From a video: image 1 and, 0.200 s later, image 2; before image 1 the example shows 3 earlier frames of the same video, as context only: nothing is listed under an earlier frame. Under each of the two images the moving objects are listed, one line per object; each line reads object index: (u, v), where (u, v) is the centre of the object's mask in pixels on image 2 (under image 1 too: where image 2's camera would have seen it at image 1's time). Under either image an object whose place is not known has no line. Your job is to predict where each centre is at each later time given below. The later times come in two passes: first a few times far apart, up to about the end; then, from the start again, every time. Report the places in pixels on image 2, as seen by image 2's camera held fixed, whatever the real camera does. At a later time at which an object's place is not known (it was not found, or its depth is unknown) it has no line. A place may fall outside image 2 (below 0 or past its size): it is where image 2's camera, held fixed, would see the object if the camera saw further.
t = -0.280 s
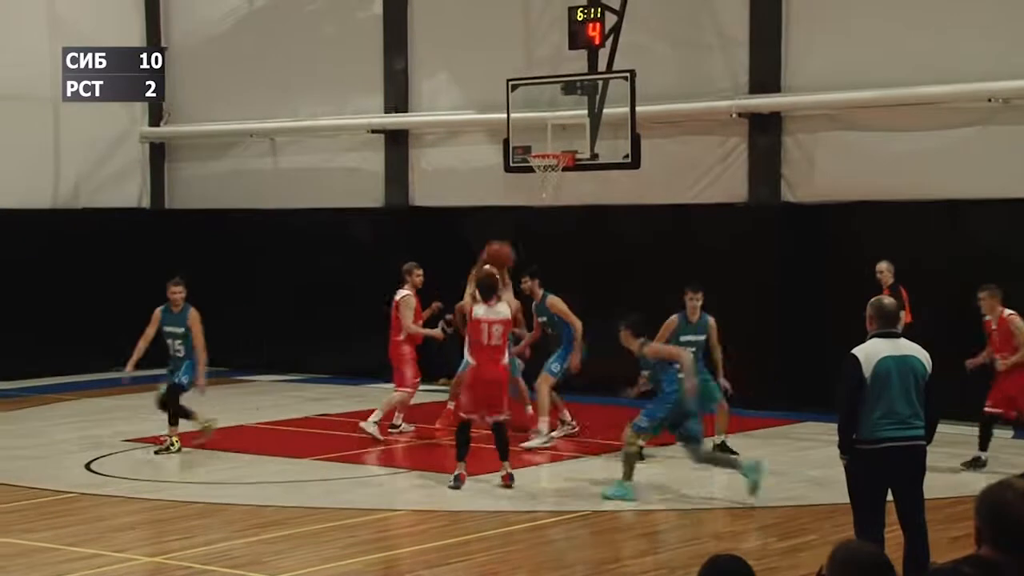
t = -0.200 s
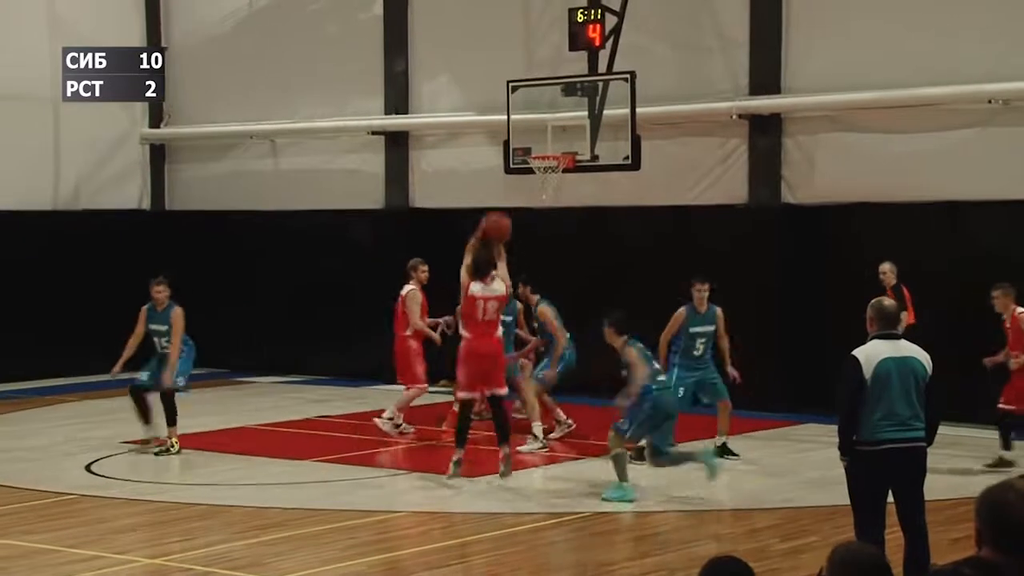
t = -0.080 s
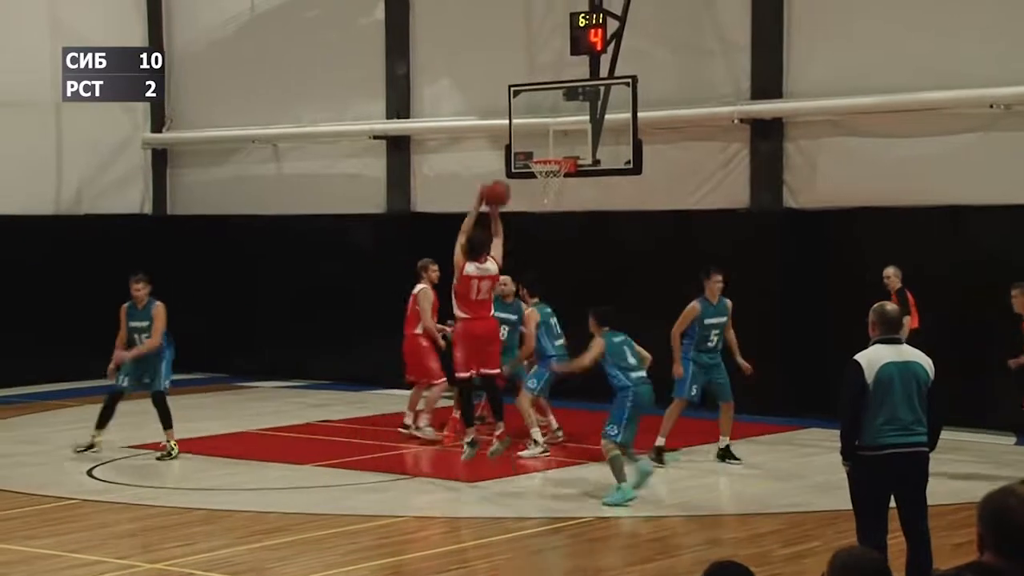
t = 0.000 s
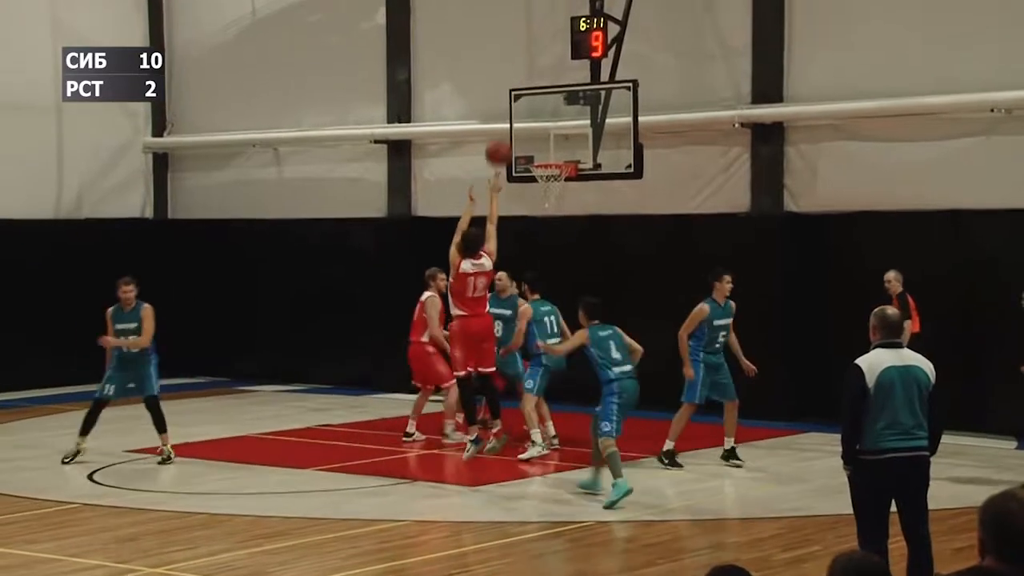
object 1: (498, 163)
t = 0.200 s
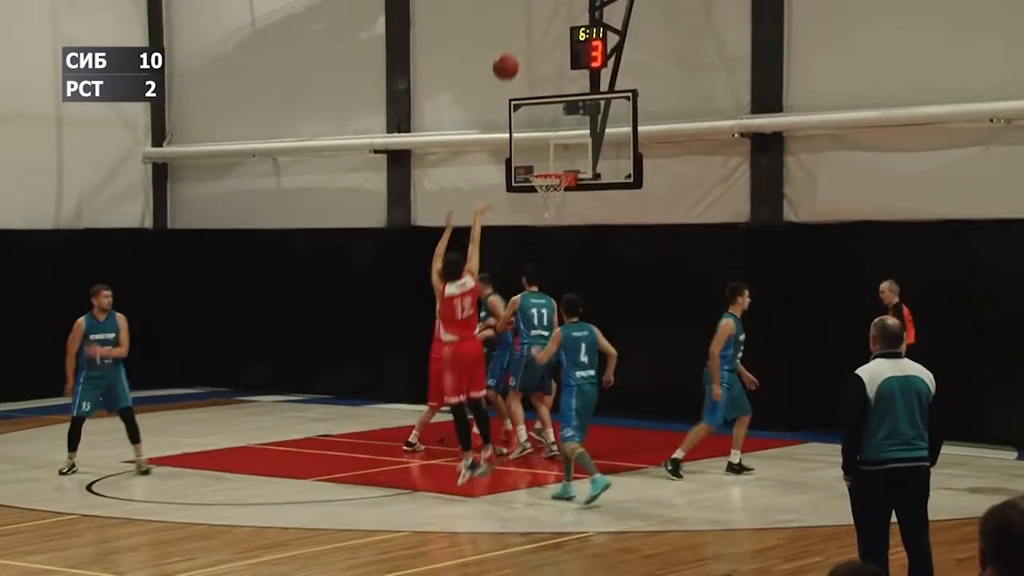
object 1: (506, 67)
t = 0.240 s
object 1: (507, 54)
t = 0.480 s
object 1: (516, 13)
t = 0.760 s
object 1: (524, 37)
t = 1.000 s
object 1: (532, 110)
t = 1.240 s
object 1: (550, 164)
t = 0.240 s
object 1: (507, 54)
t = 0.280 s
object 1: (508, 42)
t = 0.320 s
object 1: (510, 33)
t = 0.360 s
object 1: (511, 25)
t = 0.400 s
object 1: (513, 20)
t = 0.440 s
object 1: (514, 15)
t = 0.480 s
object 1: (516, 13)
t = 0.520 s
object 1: (516, 12)
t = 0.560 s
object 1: (518, 12)
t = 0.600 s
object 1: (519, 14)
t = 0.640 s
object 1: (521, 18)
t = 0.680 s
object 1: (522, 23)
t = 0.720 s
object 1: (523, 29)
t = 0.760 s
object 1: (524, 37)
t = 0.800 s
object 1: (526, 46)
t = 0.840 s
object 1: (527, 57)
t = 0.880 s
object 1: (528, 69)
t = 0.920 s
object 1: (529, 81)
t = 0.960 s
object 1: (531, 94)
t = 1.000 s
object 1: (532, 110)
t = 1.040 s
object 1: (534, 125)
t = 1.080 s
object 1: (535, 143)
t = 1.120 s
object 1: (536, 162)
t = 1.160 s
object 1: (540, 165)
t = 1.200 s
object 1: (546, 165)
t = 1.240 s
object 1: (550, 164)
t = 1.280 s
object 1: (556, 157)
